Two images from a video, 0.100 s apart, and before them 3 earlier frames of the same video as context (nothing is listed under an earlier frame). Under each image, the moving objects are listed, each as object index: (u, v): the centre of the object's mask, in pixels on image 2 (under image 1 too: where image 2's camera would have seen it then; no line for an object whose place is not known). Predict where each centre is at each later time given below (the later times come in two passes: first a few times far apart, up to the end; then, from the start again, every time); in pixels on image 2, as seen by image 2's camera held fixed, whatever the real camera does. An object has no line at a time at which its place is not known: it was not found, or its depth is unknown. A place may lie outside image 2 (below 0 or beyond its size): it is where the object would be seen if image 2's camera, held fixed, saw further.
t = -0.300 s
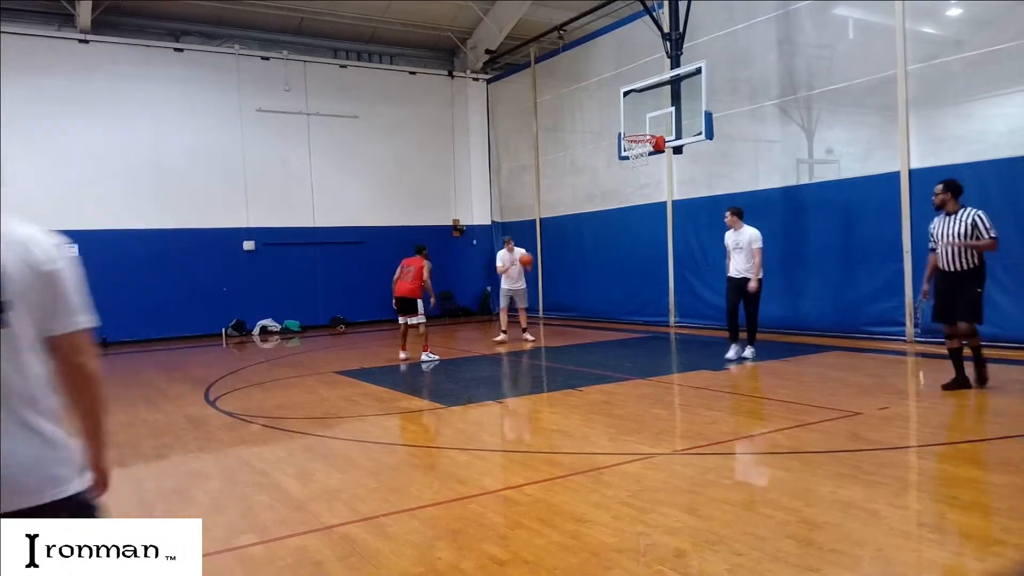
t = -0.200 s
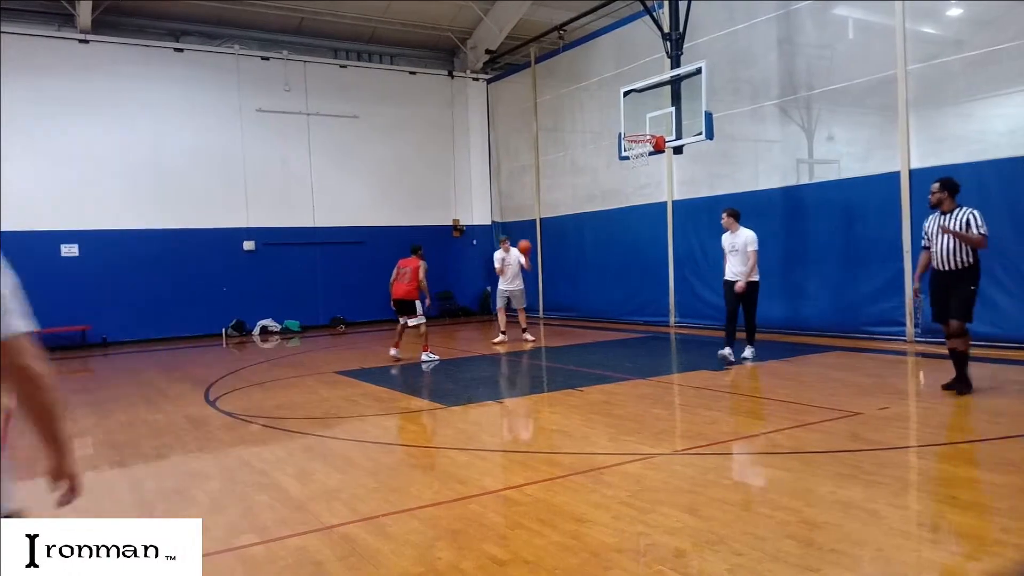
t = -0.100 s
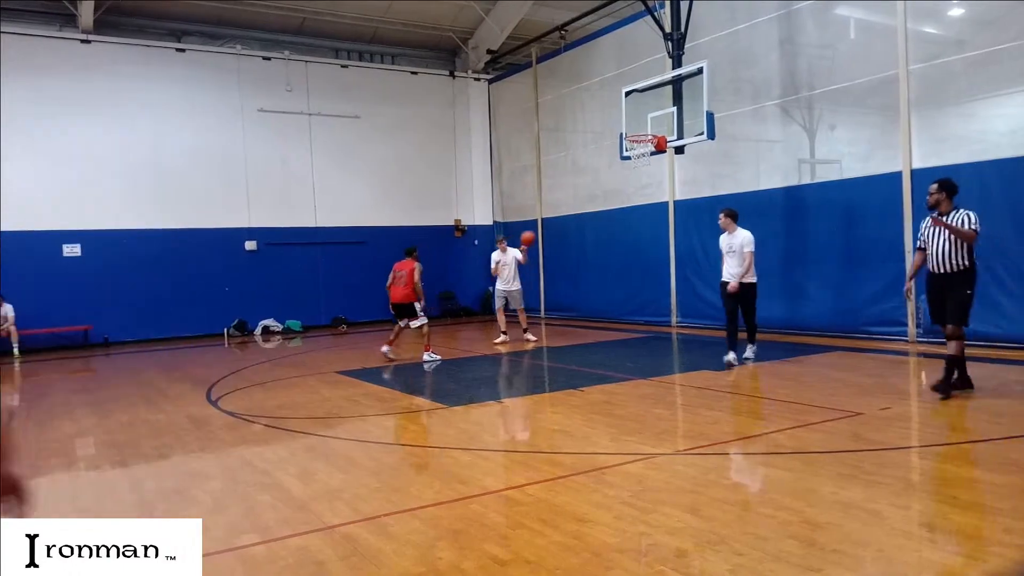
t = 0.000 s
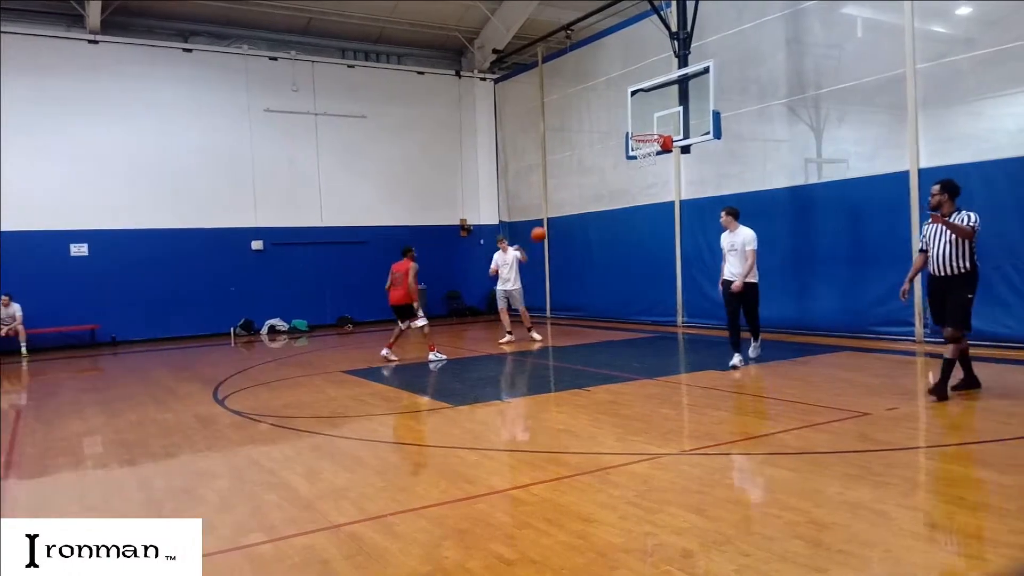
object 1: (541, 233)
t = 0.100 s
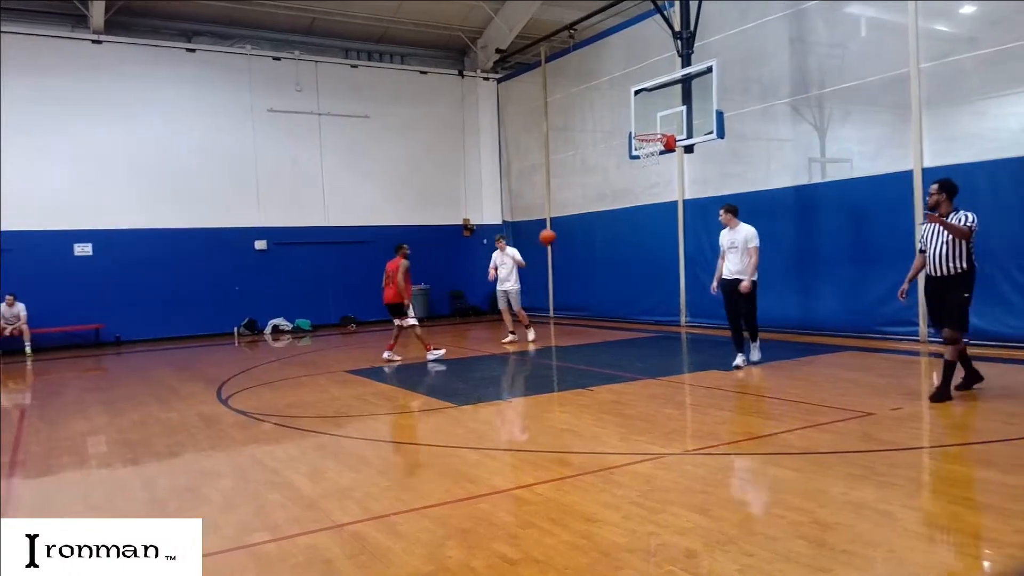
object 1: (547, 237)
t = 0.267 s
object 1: (559, 257)
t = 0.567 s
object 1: (588, 366)
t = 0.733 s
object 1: (593, 319)
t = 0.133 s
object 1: (549, 239)
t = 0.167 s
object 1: (552, 243)
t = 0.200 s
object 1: (554, 247)
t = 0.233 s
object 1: (557, 252)
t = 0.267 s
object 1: (559, 257)
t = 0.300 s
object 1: (561, 265)
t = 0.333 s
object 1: (565, 274)
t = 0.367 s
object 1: (568, 283)
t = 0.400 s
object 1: (571, 293)
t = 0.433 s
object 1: (574, 305)
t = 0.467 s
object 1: (578, 318)
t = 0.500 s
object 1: (581, 332)
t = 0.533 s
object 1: (585, 350)
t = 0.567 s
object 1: (588, 366)
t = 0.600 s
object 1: (590, 358)
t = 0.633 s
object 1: (591, 348)
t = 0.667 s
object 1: (592, 337)
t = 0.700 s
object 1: (592, 328)
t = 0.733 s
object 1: (593, 319)
